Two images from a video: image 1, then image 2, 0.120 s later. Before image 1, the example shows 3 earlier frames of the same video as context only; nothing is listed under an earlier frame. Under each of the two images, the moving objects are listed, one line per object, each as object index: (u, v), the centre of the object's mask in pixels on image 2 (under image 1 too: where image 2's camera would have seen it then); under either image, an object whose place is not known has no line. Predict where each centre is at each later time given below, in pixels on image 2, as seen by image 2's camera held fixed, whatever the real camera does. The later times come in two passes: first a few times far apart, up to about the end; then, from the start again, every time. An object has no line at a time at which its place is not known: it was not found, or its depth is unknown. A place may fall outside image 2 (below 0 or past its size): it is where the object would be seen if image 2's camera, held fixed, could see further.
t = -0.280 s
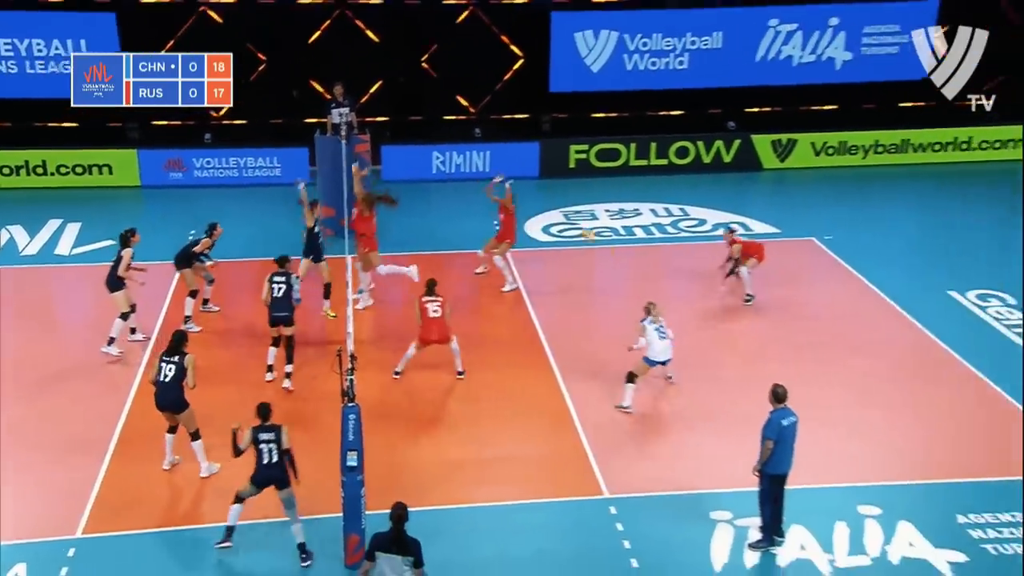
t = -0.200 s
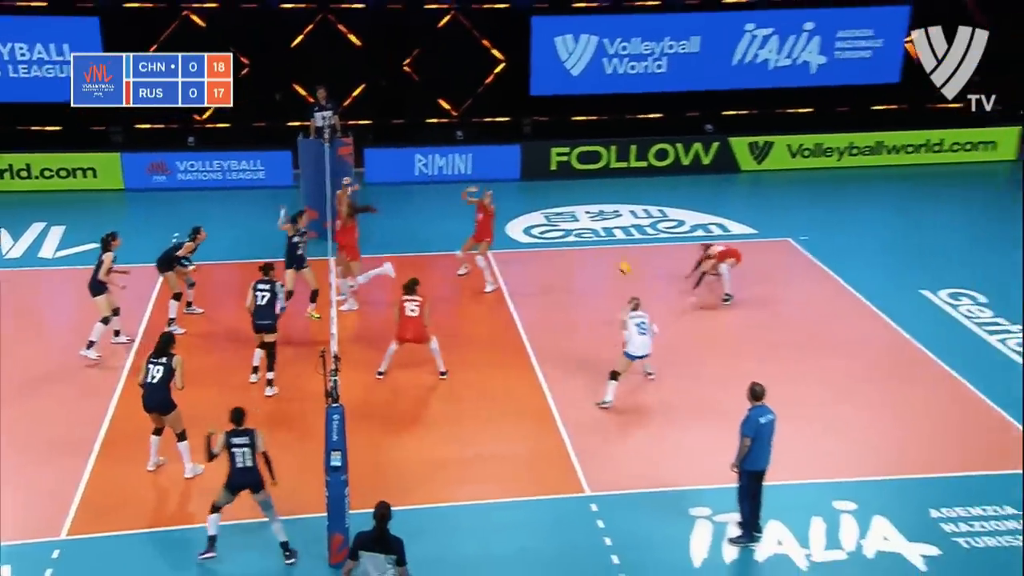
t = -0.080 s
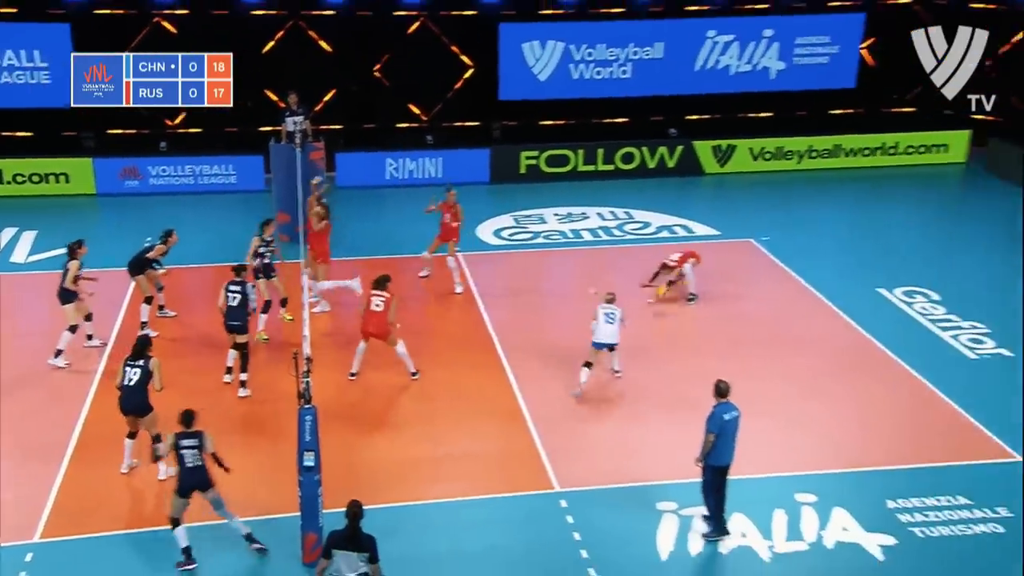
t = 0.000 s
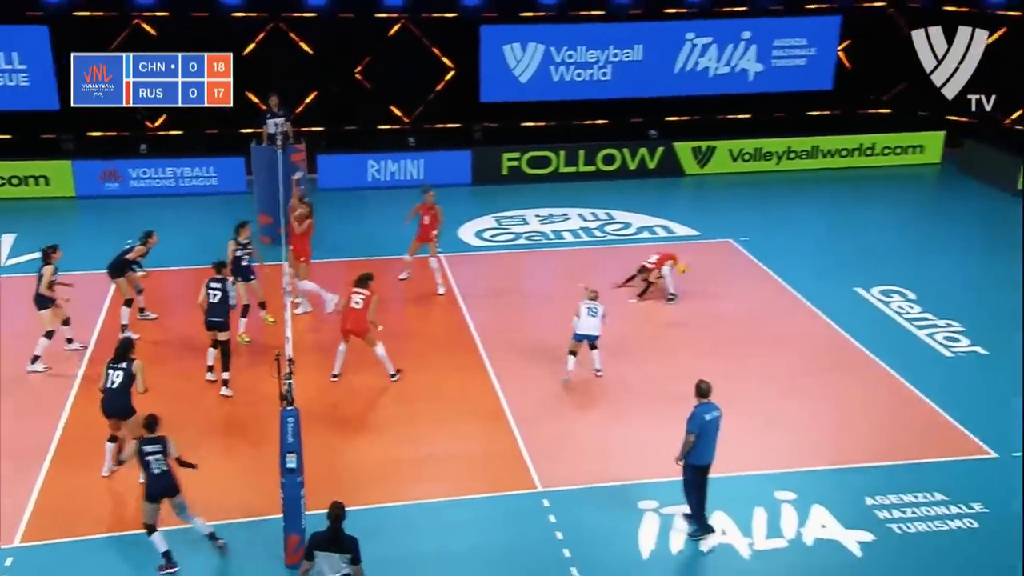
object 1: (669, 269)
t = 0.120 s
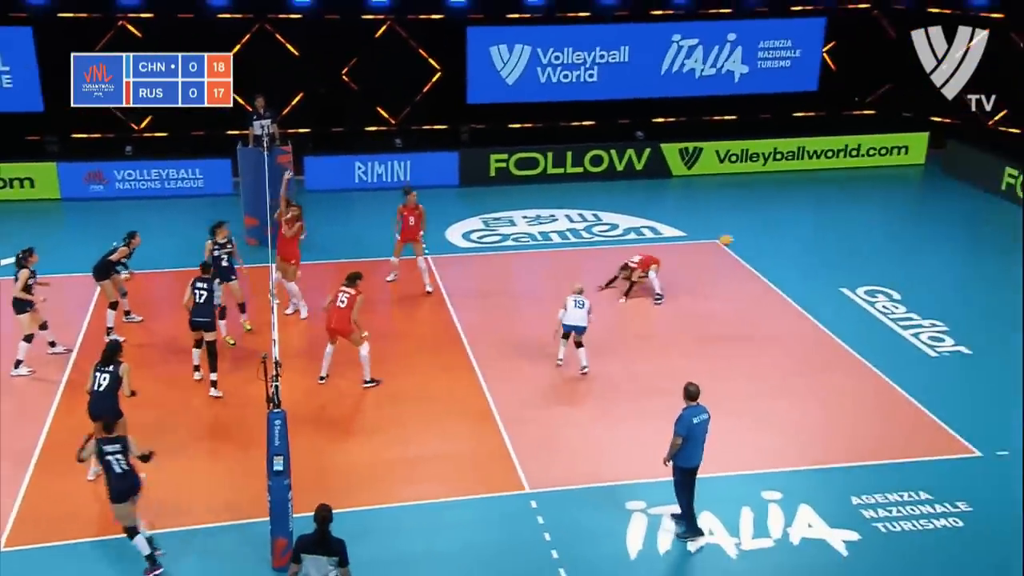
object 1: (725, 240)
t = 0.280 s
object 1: (798, 215)
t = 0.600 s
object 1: (936, 218)
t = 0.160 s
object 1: (742, 232)
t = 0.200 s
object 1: (762, 226)
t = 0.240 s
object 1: (779, 221)
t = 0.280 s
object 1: (798, 215)
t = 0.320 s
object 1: (816, 213)
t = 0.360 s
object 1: (834, 210)
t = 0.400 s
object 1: (851, 209)
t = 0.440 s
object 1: (869, 209)
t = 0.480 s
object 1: (886, 210)
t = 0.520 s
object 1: (903, 211)
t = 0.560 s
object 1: (920, 215)
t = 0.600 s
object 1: (936, 218)
